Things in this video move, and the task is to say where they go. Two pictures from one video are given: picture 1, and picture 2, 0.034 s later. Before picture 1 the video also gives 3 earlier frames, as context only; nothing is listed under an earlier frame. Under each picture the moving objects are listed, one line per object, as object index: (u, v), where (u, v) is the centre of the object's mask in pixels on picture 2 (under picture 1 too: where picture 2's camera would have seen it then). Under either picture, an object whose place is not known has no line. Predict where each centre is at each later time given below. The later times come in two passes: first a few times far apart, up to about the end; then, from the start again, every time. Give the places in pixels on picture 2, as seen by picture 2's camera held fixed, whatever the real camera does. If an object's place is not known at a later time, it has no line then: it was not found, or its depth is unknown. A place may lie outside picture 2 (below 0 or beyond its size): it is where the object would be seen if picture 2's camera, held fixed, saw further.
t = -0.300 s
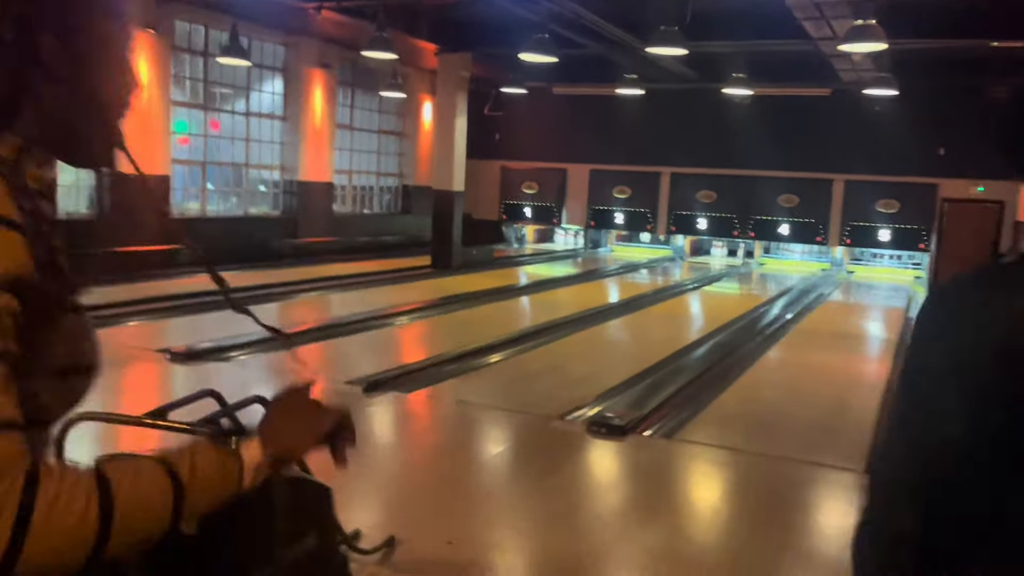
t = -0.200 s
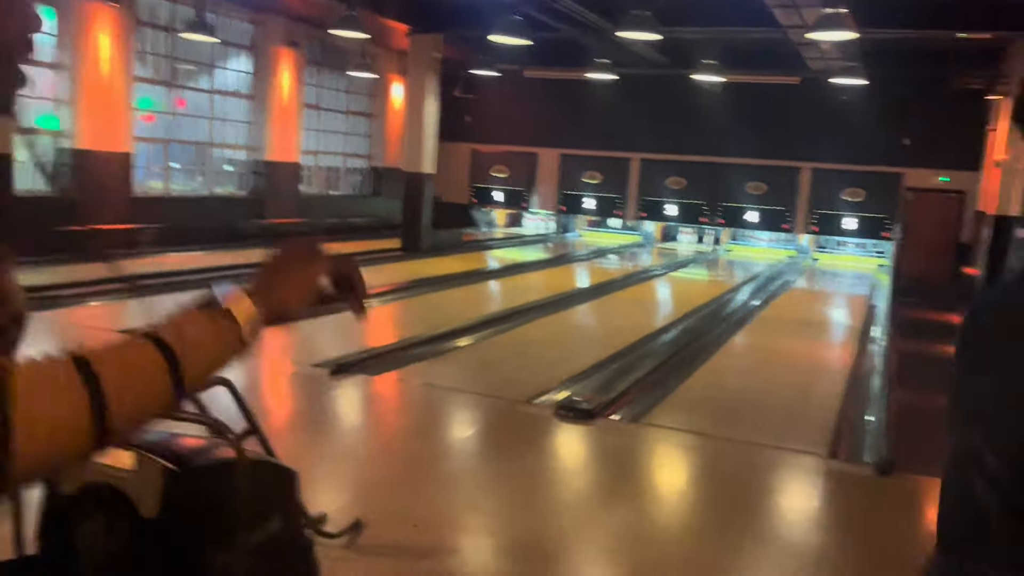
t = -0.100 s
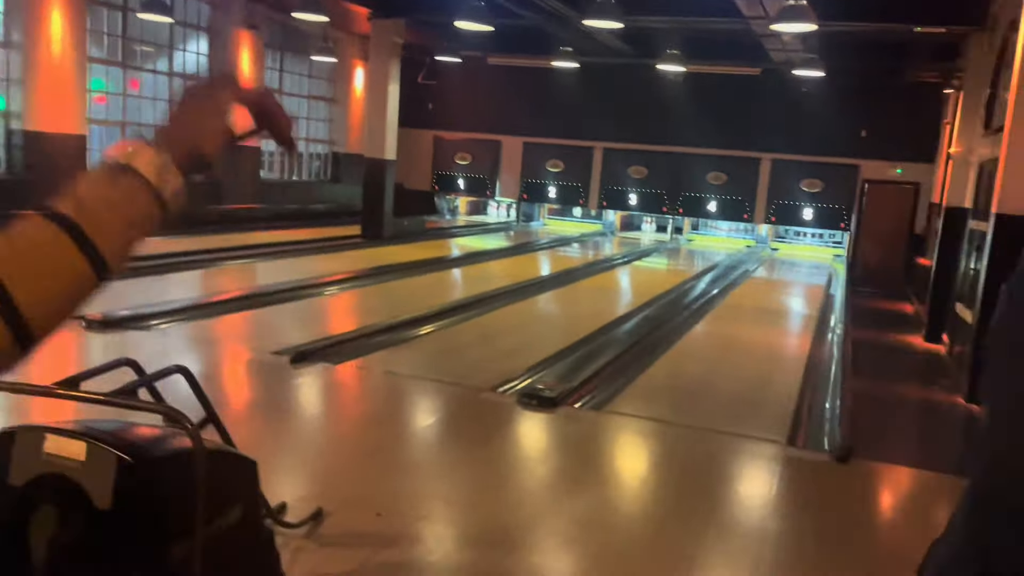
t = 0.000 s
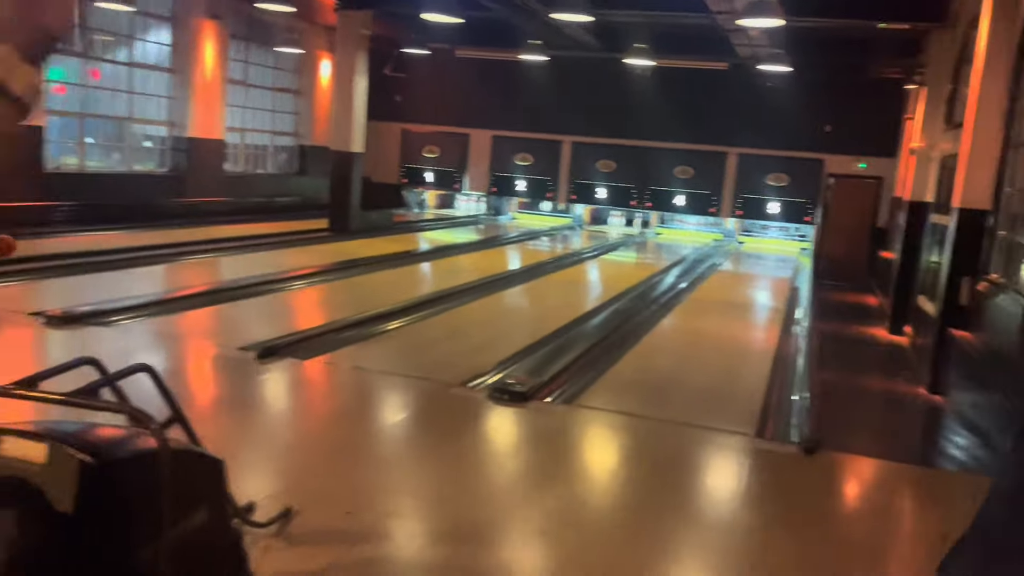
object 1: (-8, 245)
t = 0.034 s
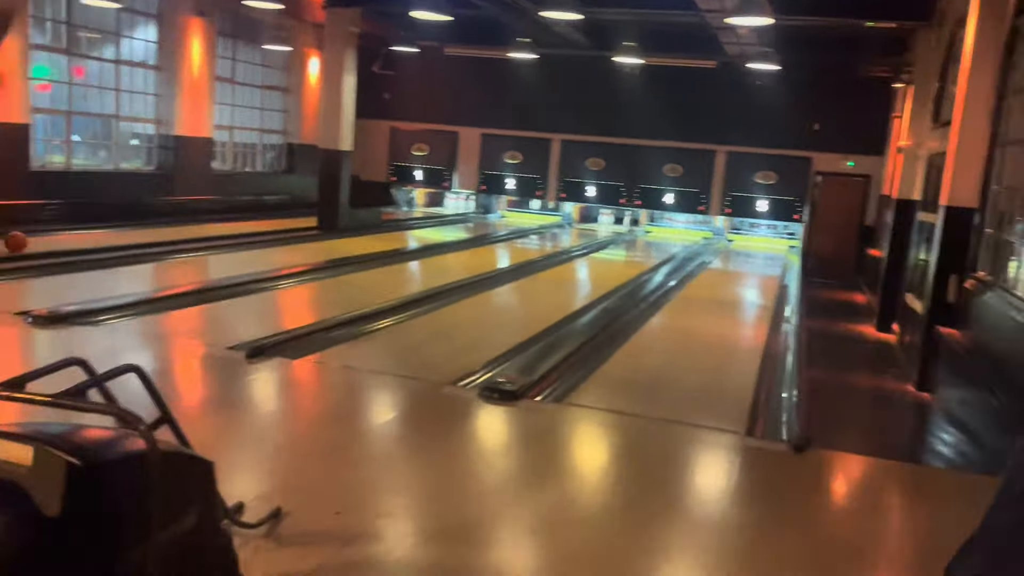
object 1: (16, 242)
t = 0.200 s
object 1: (128, 233)
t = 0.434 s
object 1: (237, 224)
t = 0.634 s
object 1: (304, 218)
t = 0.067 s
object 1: (41, 240)
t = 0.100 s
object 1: (65, 238)
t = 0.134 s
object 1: (87, 236)
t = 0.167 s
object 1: (109, 234)
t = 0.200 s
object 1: (128, 233)
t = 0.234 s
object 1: (147, 231)
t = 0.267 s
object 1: (164, 230)
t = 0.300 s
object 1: (180, 229)
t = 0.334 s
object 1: (196, 227)
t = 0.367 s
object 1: (210, 226)
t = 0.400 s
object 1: (224, 225)
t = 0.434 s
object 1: (237, 224)
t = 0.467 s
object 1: (249, 223)
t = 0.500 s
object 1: (262, 222)
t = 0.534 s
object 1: (273, 221)
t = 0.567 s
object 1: (284, 220)
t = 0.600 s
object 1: (294, 219)
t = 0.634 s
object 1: (304, 218)
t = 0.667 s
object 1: (312, 218)
